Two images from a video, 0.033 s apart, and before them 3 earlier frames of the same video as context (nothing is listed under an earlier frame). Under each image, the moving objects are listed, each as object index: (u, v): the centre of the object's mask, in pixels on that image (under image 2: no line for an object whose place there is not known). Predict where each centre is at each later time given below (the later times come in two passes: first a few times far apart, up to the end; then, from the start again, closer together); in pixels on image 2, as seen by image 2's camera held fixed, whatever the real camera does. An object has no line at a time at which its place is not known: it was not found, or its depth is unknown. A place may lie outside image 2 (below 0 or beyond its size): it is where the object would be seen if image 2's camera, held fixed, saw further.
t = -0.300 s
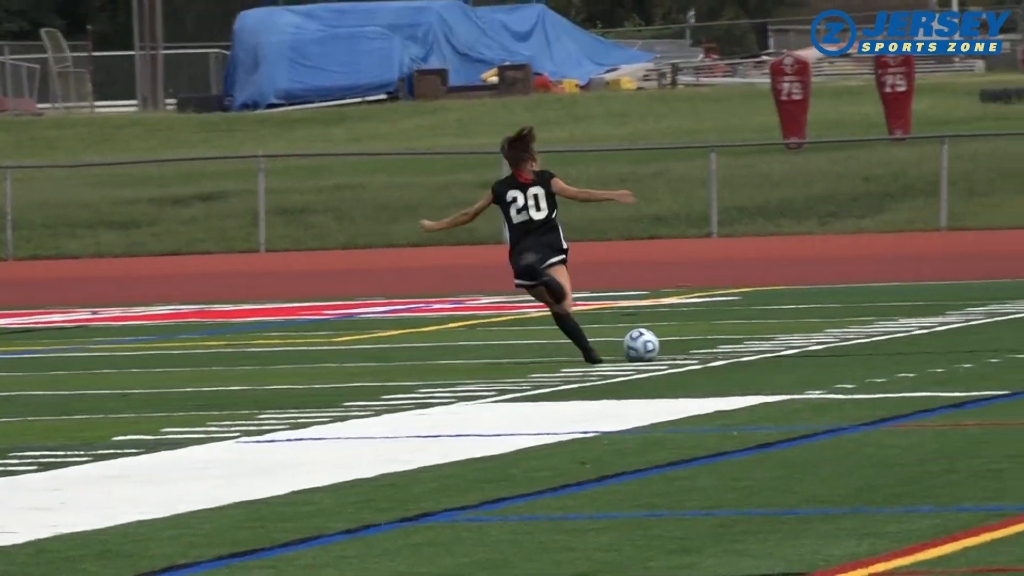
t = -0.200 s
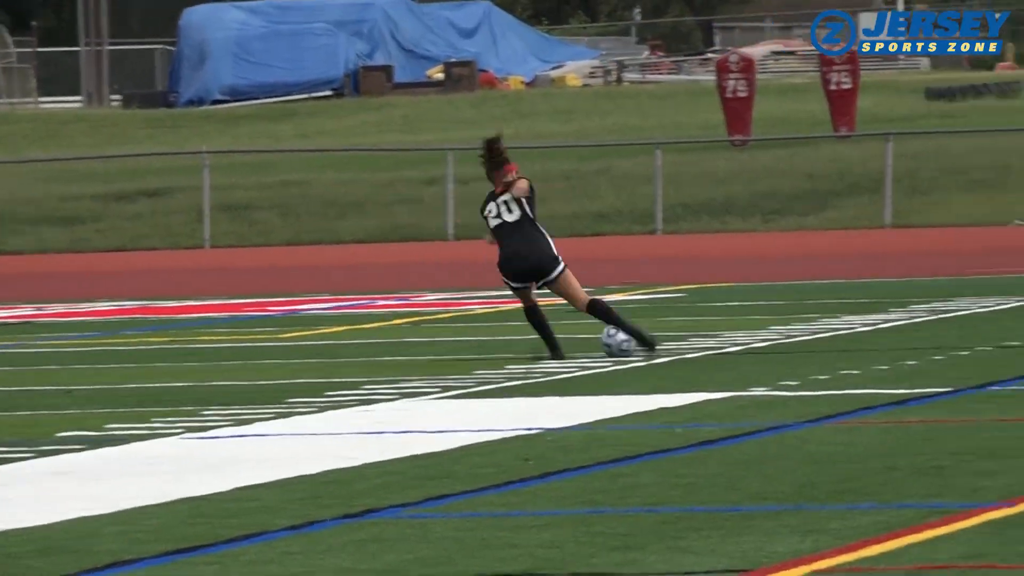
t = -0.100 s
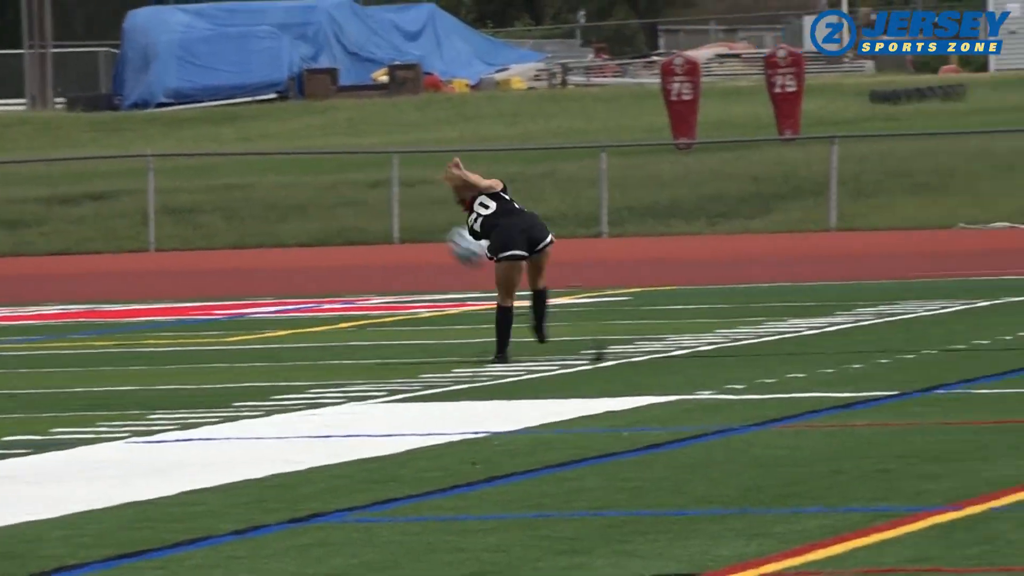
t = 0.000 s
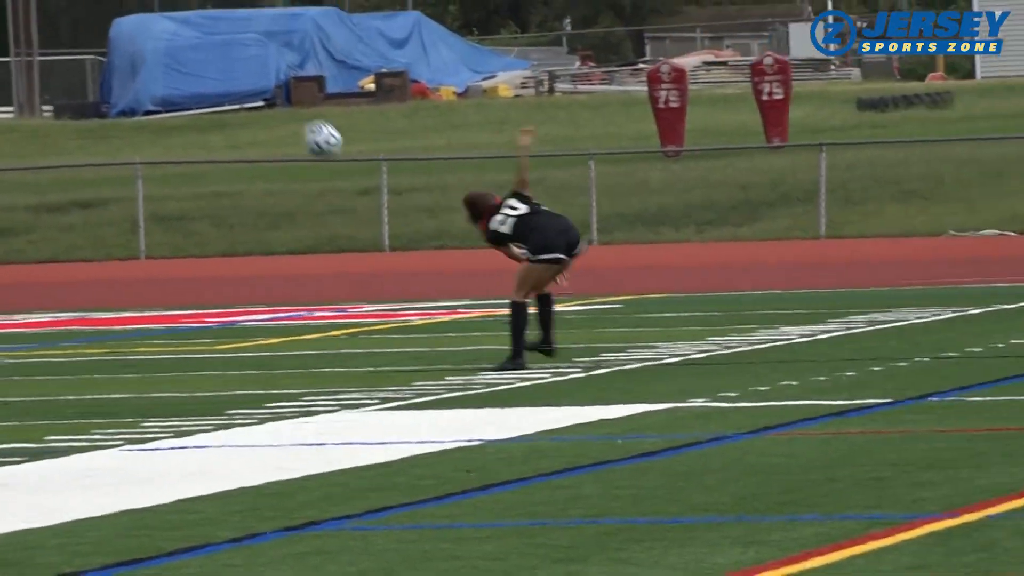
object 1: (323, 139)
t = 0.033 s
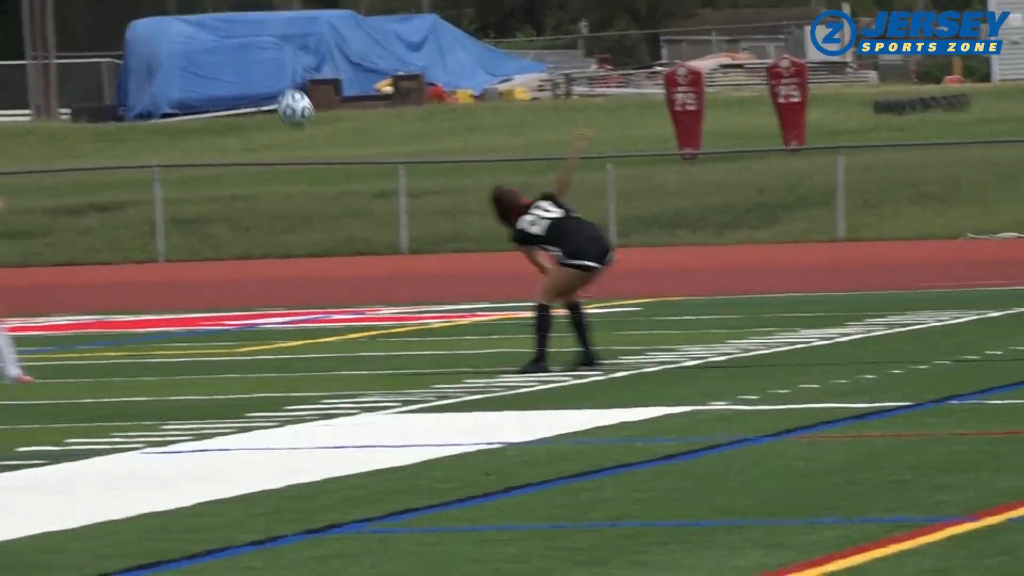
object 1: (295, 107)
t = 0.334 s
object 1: (-100, -153)
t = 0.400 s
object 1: (-190, -198)
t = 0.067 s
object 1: (250, 75)
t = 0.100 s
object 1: (204, 44)
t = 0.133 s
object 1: (158, 12)
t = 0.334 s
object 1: (-100, -153)
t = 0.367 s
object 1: (-144, -176)
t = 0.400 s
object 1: (-190, -198)
